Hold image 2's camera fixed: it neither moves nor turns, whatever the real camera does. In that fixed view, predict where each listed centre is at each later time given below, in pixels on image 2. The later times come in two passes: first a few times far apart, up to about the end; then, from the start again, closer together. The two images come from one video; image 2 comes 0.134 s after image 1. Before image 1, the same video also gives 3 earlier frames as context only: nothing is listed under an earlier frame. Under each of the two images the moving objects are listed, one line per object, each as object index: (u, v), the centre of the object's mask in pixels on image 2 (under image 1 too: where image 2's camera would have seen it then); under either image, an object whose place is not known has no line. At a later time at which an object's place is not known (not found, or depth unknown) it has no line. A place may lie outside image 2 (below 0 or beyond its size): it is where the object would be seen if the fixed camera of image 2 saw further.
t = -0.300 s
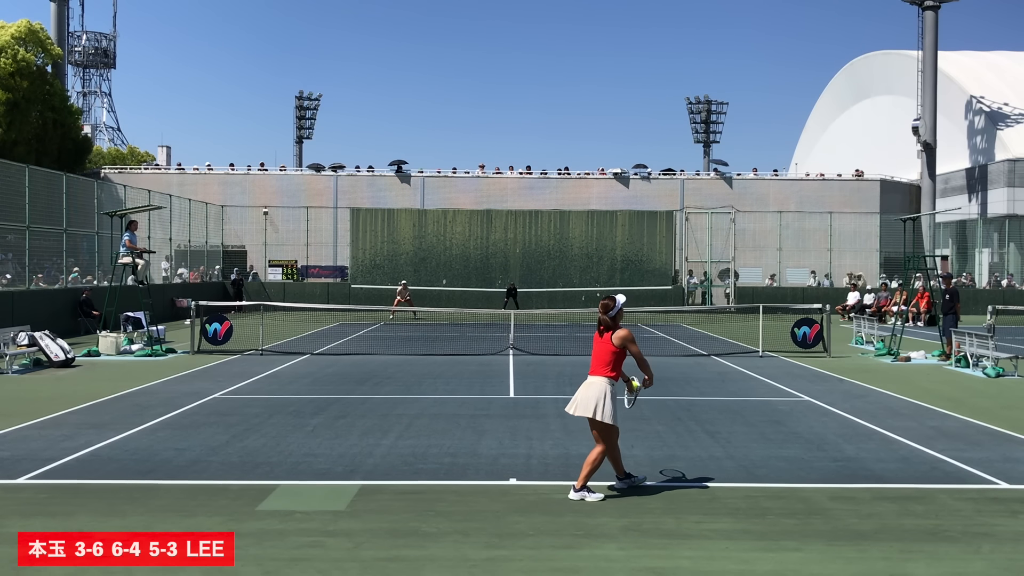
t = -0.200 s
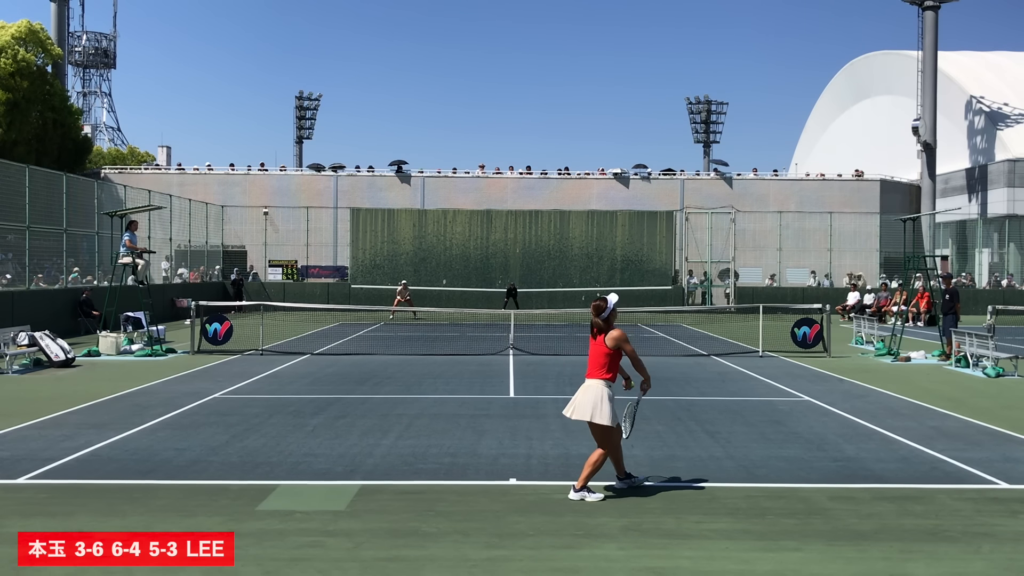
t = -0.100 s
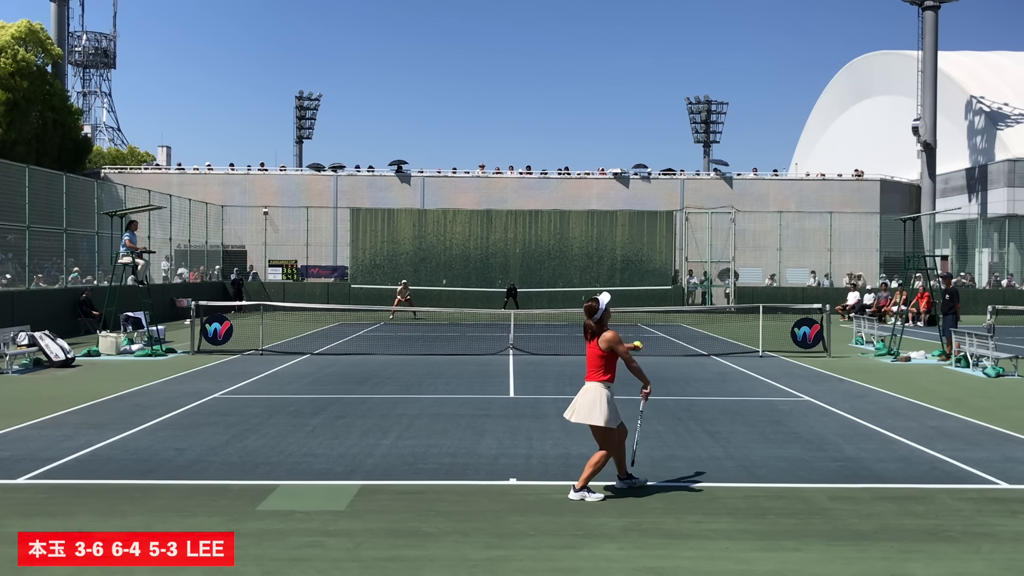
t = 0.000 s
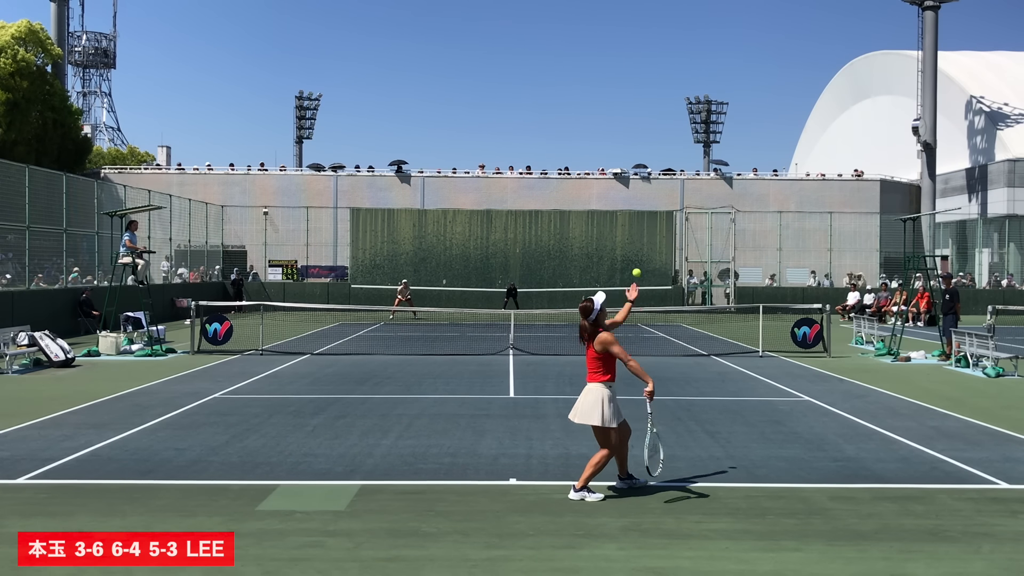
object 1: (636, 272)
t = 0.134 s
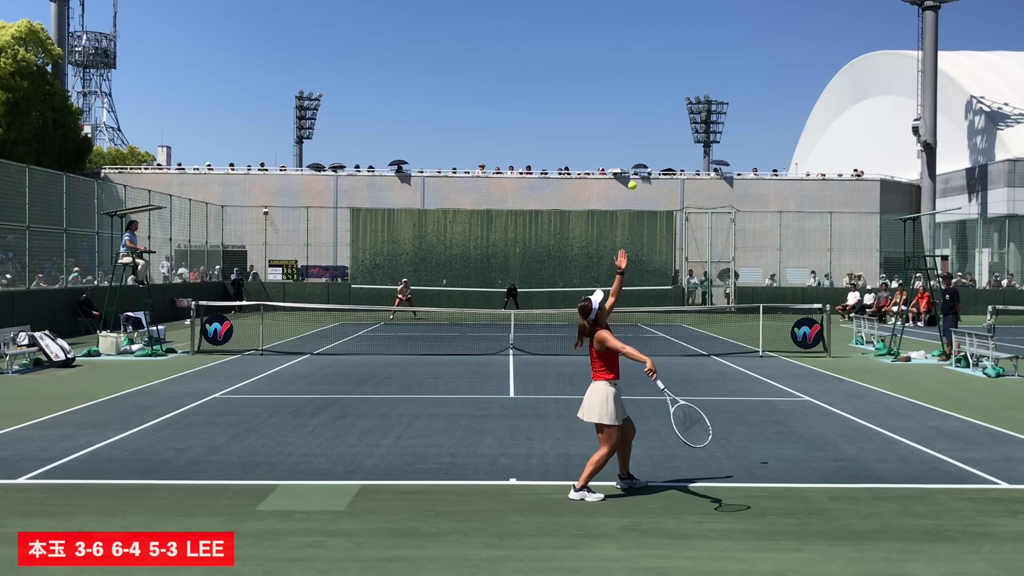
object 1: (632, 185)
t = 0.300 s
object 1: (626, 105)
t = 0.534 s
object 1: (617, 47)
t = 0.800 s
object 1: (605, 60)
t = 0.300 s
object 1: (626, 105)
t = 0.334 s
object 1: (625, 93)
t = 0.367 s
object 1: (623, 82)
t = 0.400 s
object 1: (622, 73)
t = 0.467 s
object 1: (619, 57)
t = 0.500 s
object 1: (618, 52)
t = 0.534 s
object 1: (617, 47)
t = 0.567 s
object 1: (615, 44)
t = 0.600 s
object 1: (614, 43)
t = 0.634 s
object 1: (612, 42)
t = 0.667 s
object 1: (611, 43)
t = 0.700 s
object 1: (610, 45)
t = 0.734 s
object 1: (608, 49)
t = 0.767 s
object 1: (606, 53)
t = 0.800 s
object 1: (605, 60)
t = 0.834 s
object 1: (604, 67)
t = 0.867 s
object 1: (602, 76)
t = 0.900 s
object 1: (600, 86)
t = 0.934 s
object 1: (599, 98)
